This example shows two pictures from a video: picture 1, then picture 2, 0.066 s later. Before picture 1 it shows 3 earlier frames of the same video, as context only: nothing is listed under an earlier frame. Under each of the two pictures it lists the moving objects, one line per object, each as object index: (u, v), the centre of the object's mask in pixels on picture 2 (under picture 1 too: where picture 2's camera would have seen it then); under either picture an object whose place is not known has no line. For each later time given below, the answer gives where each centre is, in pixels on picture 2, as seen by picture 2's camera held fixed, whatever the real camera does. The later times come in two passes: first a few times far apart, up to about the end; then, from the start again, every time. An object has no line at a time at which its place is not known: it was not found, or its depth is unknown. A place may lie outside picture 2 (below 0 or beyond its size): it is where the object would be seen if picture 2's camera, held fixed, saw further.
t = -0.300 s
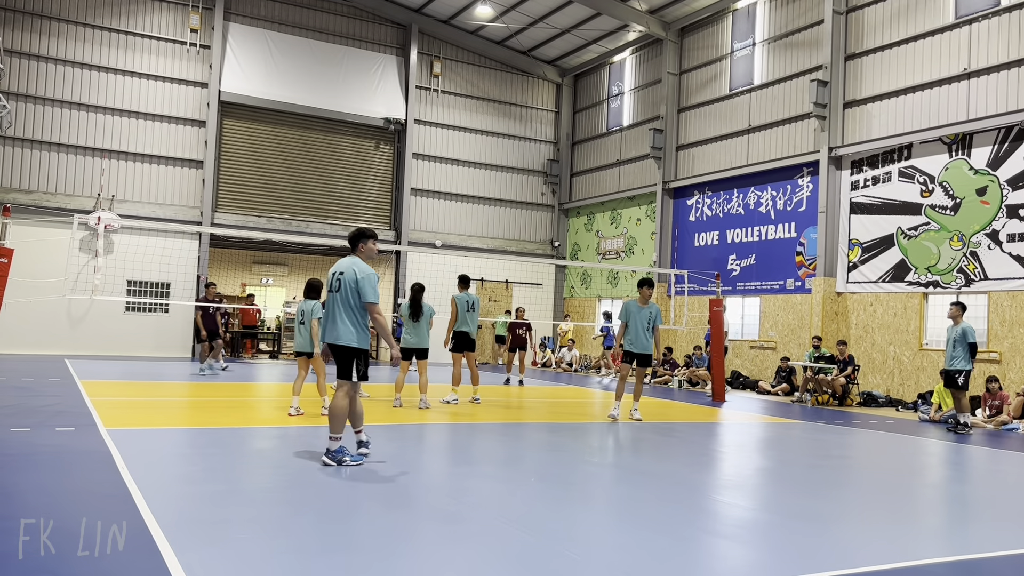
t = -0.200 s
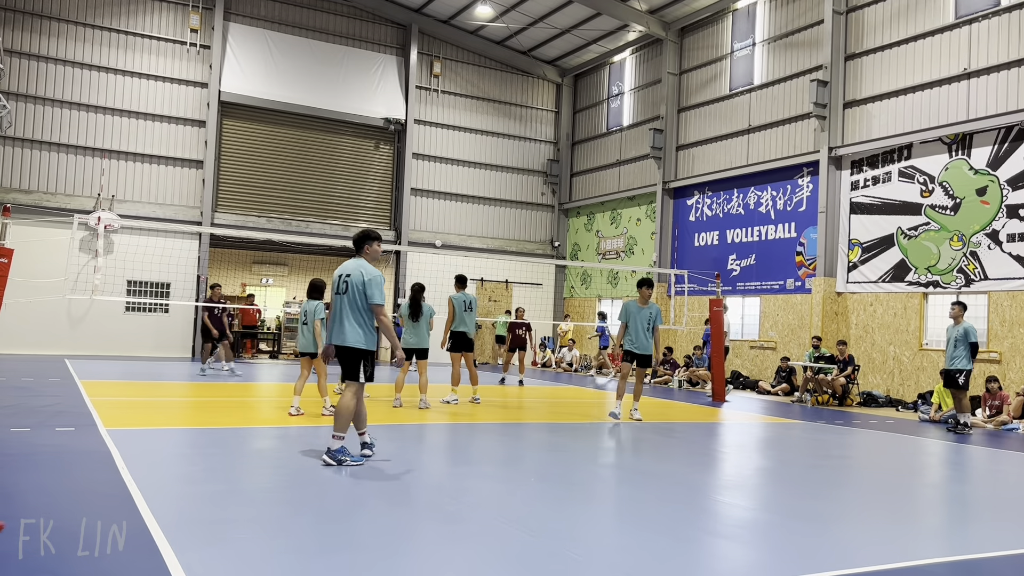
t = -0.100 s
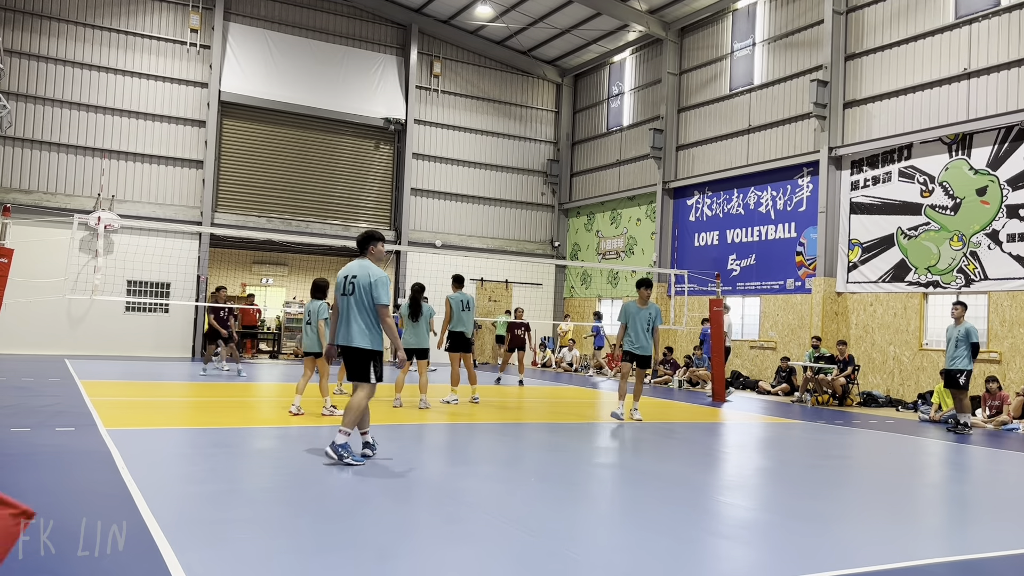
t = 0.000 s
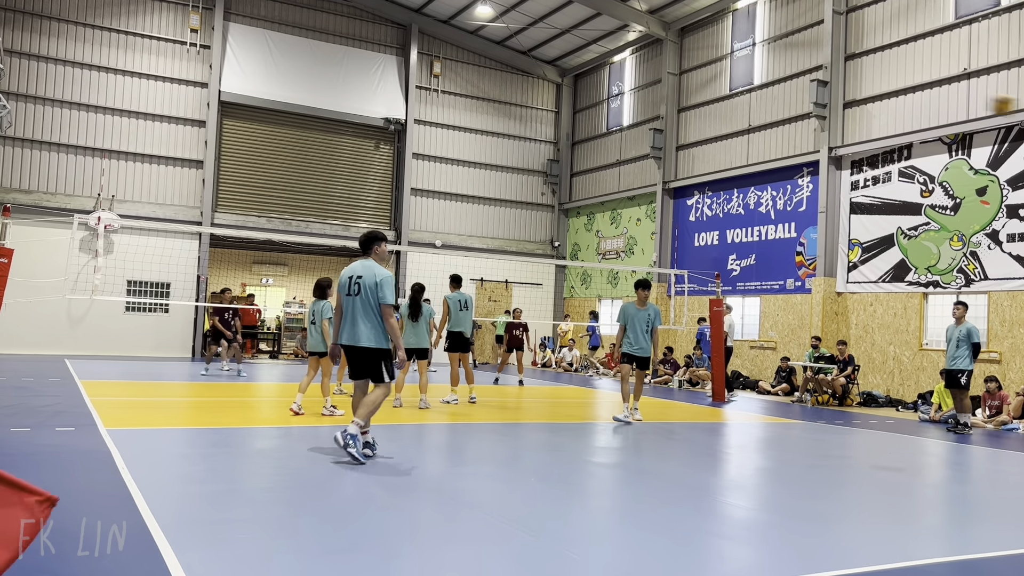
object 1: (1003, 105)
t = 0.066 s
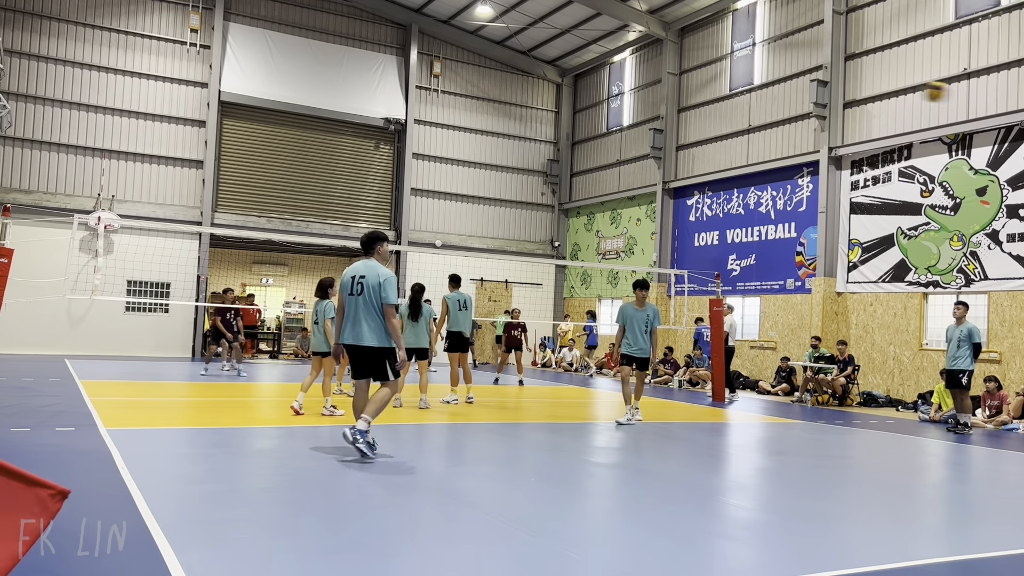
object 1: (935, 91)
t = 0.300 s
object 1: (758, 82)
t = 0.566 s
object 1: (622, 114)
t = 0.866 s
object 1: (519, 186)
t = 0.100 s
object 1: (904, 88)
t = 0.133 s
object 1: (875, 85)
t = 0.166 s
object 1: (849, 82)
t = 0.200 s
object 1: (825, 81)
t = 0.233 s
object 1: (801, 80)
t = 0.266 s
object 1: (779, 80)
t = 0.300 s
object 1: (758, 82)
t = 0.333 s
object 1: (739, 83)
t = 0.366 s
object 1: (718, 86)
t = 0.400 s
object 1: (700, 90)
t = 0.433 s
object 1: (683, 94)
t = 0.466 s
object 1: (667, 97)
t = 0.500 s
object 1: (652, 102)
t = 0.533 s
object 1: (638, 108)
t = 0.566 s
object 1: (622, 114)
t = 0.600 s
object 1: (610, 120)
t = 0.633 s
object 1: (596, 127)
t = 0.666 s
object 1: (585, 135)
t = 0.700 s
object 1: (573, 141)
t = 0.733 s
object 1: (561, 150)
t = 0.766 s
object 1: (551, 158)
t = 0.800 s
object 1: (540, 167)
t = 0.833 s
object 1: (530, 176)
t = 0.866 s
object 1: (519, 186)
